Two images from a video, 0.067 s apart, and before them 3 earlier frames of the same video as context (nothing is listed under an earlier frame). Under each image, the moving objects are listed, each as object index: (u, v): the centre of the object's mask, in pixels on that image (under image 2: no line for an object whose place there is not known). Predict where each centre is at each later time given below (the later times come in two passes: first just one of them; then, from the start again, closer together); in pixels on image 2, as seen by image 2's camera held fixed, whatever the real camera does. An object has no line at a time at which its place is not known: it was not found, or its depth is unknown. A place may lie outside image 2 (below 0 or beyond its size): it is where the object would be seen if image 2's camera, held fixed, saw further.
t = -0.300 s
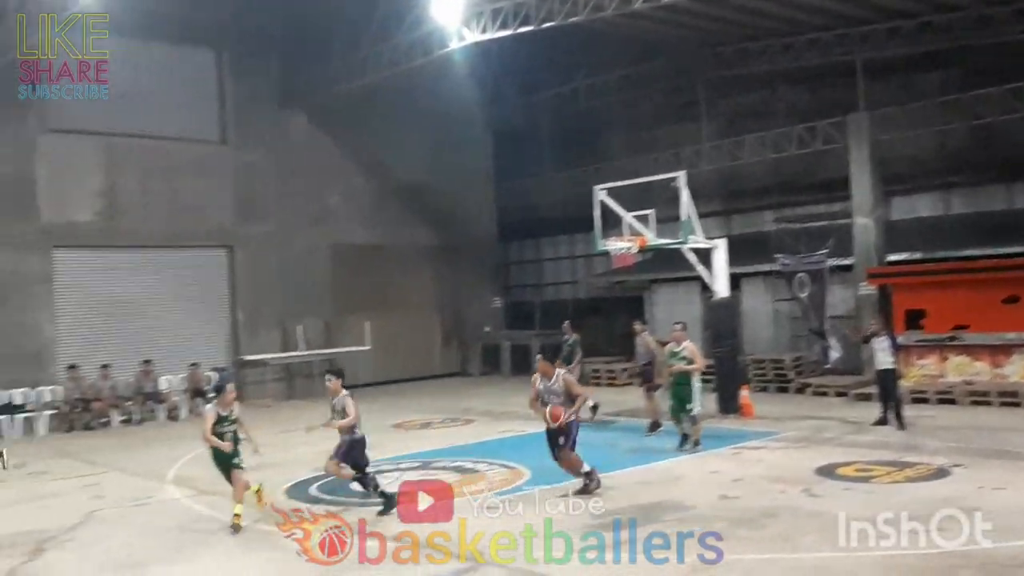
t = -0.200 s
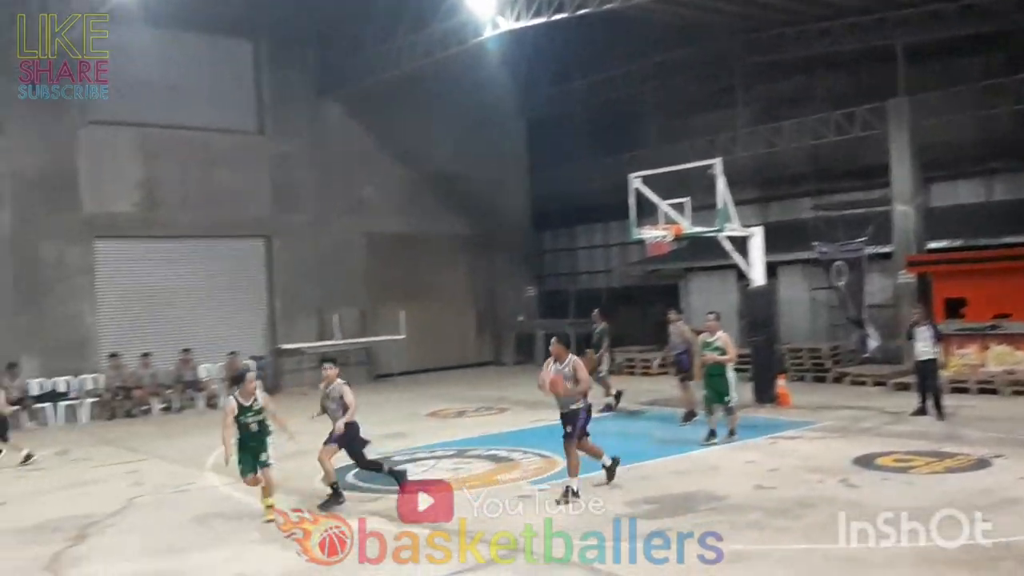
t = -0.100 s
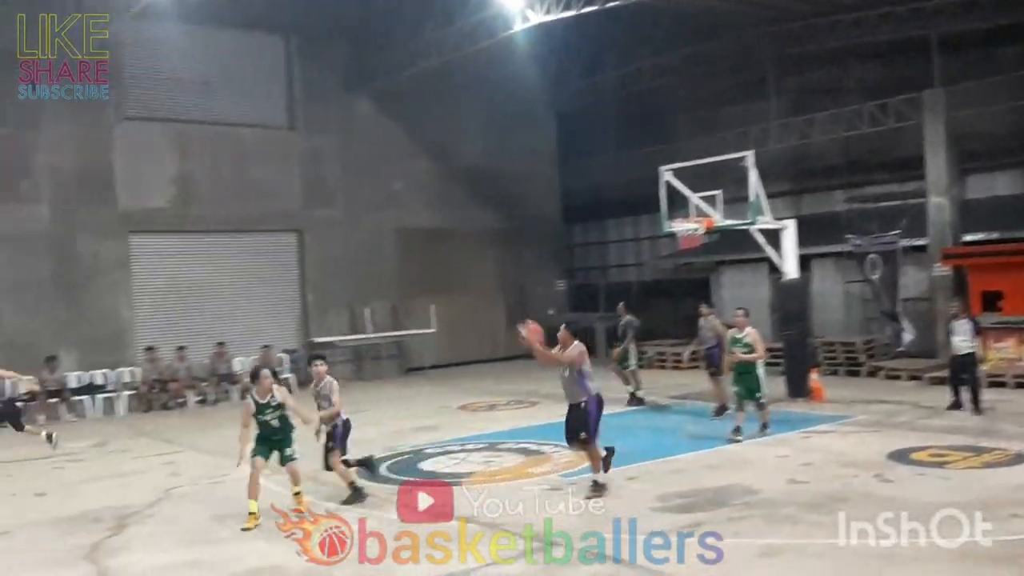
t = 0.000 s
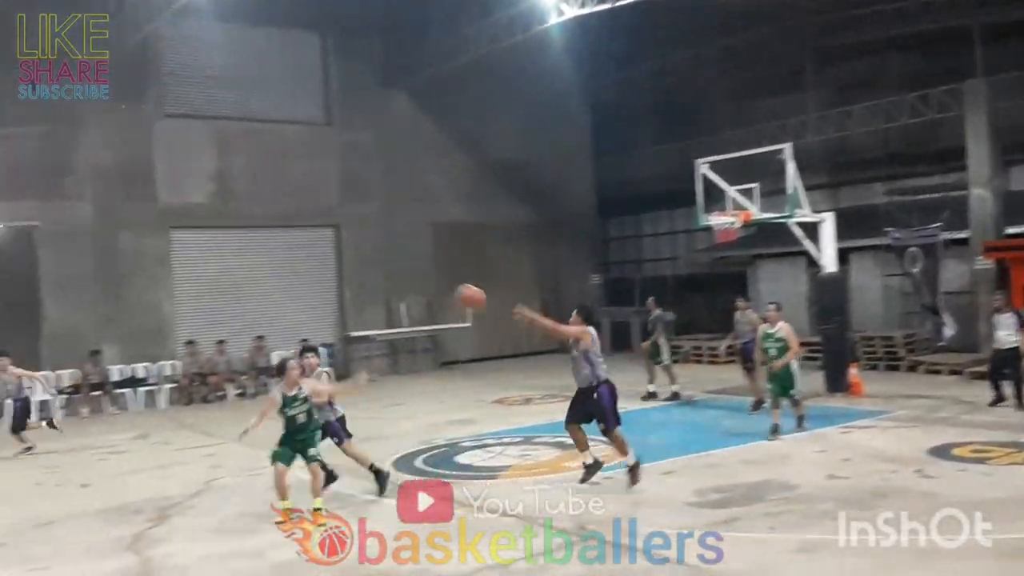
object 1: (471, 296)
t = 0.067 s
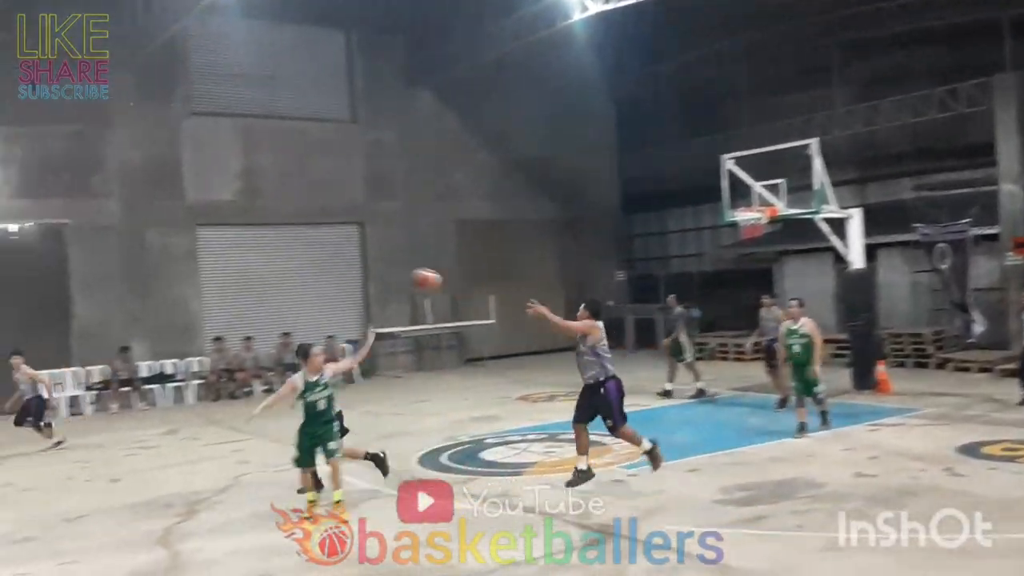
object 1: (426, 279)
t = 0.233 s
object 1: (260, 263)
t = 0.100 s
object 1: (392, 273)
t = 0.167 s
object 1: (326, 266)
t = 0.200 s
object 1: (291, 264)
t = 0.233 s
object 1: (260, 263)
